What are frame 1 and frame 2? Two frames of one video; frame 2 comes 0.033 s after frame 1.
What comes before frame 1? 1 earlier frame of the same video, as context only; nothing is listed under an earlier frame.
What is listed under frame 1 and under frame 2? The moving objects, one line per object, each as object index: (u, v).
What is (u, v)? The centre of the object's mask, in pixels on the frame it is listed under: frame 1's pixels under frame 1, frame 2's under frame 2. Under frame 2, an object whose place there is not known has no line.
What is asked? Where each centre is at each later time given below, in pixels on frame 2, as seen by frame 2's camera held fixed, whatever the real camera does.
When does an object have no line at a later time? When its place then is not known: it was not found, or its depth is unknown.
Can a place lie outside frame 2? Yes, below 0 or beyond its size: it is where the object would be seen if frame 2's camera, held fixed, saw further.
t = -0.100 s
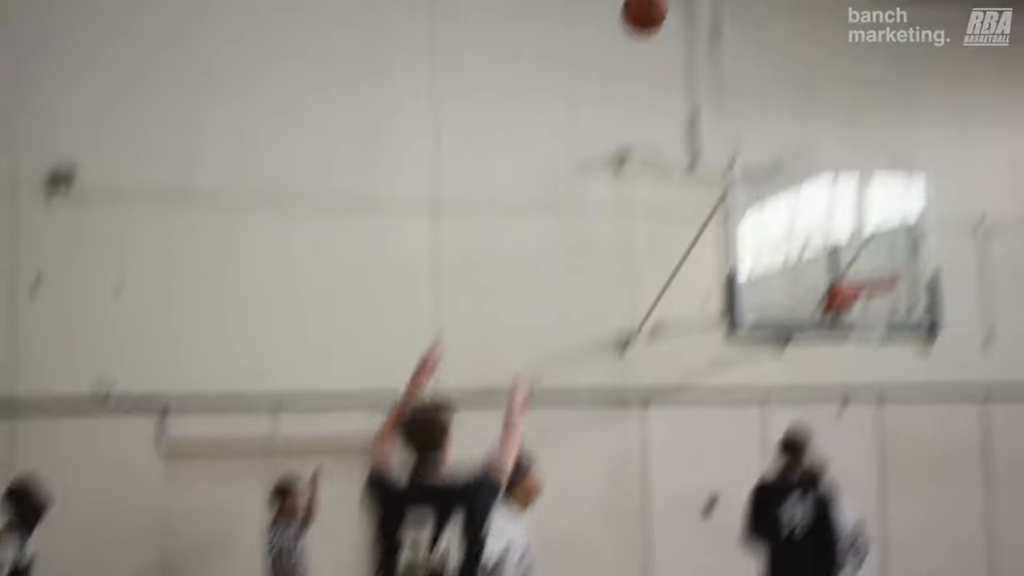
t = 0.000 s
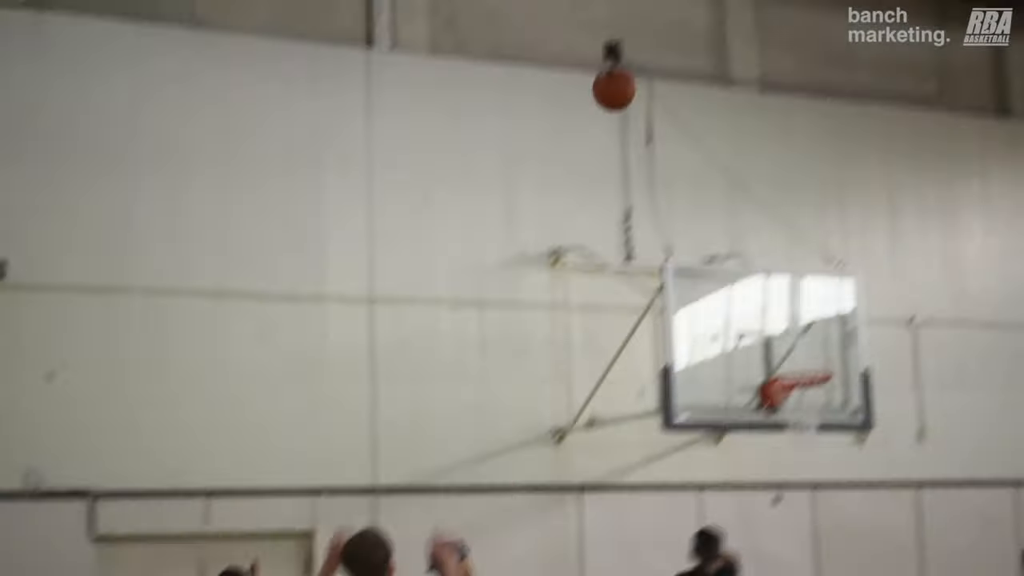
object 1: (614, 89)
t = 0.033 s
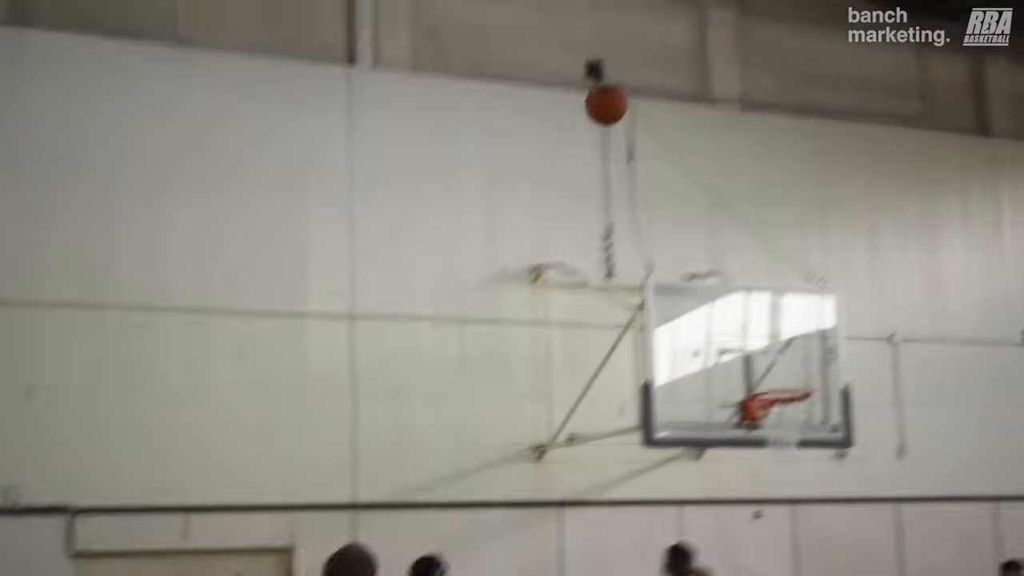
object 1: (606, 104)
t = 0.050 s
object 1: (612, 104)
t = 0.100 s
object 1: (630, 105)
